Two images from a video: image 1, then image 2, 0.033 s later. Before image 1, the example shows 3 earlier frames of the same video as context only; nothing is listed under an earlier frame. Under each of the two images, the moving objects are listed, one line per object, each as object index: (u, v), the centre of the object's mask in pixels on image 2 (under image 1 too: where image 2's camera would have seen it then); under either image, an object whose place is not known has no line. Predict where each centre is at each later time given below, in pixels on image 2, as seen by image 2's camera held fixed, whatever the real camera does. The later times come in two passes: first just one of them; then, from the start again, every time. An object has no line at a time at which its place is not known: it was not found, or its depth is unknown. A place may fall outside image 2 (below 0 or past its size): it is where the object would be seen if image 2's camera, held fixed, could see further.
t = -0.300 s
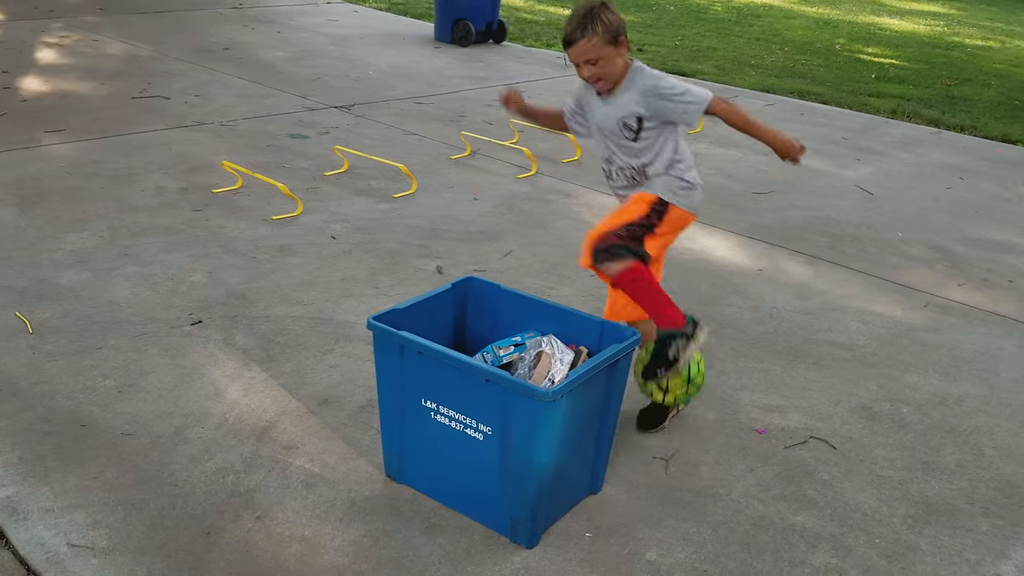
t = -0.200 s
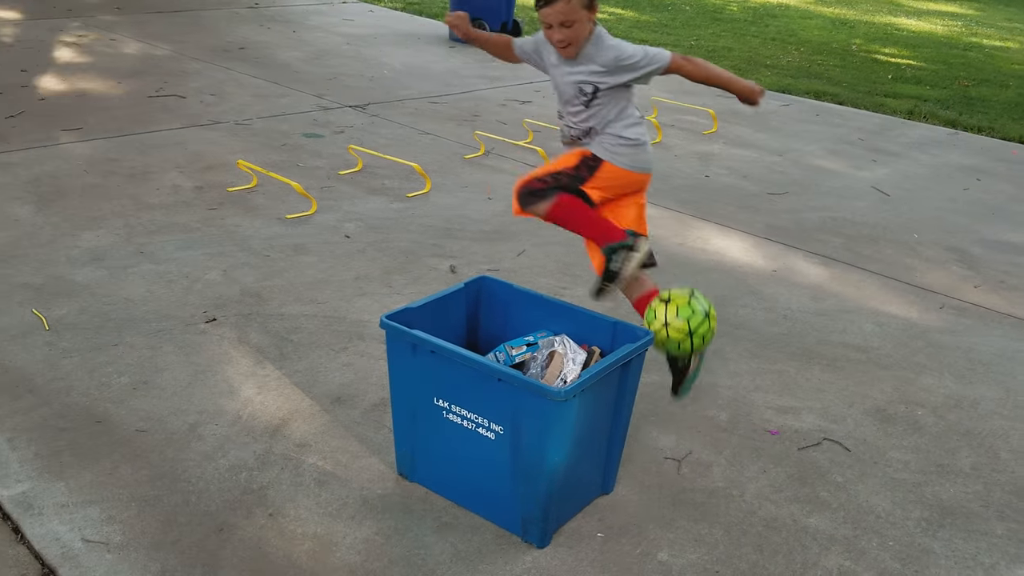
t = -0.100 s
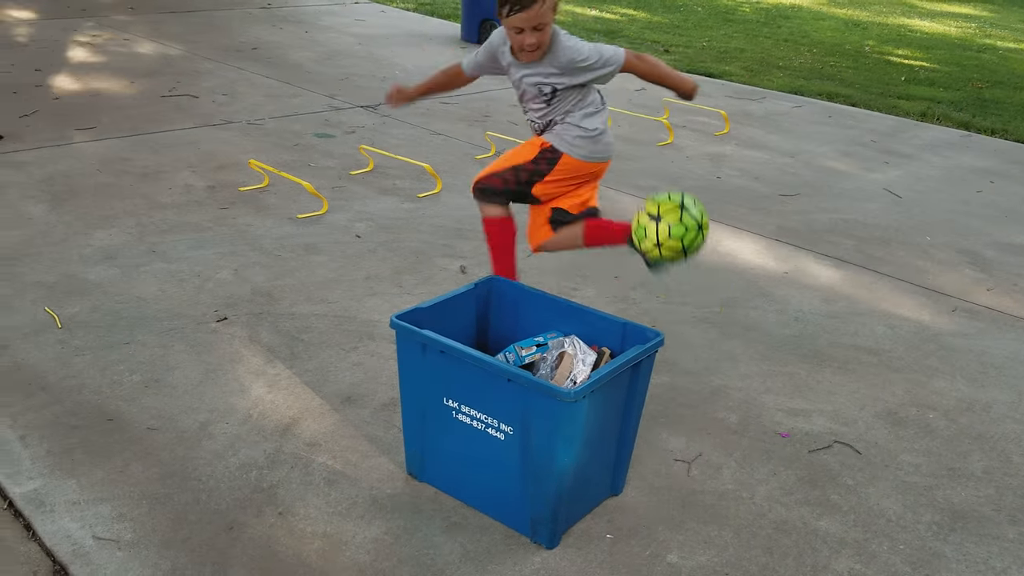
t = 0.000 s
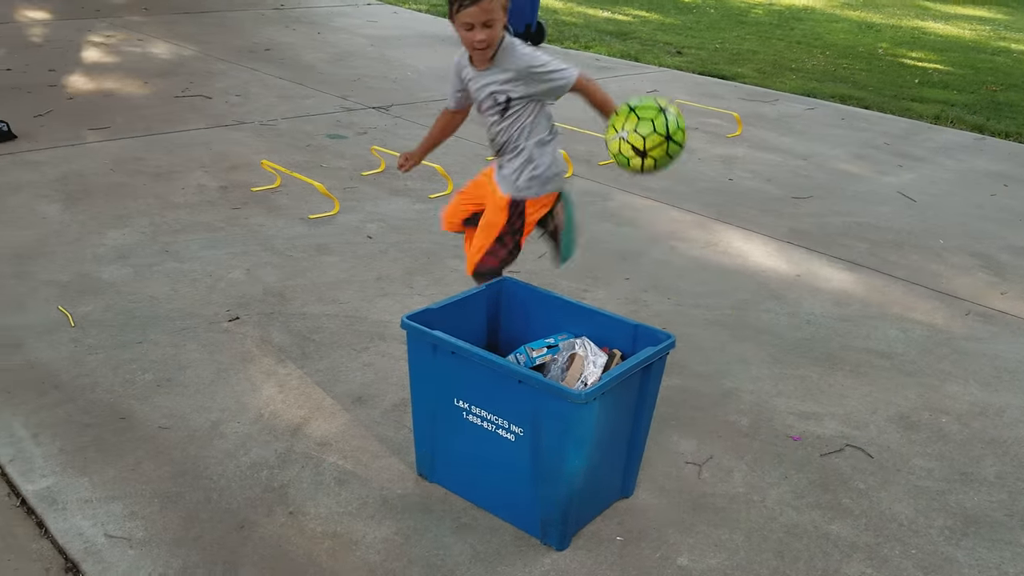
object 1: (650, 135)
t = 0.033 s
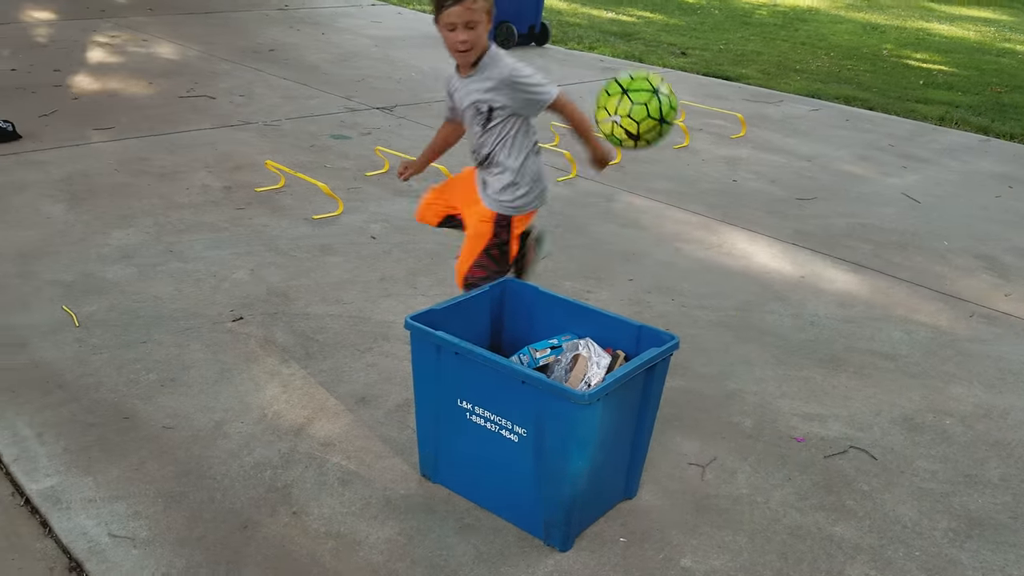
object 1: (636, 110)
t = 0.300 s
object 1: (491, 37)
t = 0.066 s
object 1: (621, 86)
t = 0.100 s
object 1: (604, 66)
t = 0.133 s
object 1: (587, 51)
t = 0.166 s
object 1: (569, 39)
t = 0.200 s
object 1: (550, 34)
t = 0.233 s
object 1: (531, 32)
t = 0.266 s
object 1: (511, 33)
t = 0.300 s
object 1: (491, 37)
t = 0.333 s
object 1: (470, 49)
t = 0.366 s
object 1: (448, 65)
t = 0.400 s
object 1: (426, 86)
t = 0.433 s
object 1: (404, 113)
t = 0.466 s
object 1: (382, 142)
